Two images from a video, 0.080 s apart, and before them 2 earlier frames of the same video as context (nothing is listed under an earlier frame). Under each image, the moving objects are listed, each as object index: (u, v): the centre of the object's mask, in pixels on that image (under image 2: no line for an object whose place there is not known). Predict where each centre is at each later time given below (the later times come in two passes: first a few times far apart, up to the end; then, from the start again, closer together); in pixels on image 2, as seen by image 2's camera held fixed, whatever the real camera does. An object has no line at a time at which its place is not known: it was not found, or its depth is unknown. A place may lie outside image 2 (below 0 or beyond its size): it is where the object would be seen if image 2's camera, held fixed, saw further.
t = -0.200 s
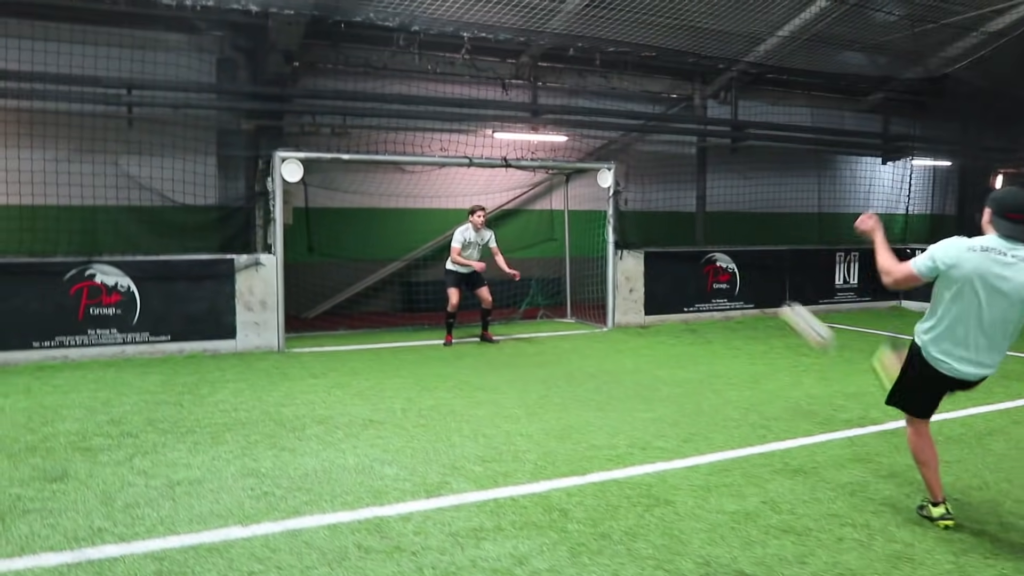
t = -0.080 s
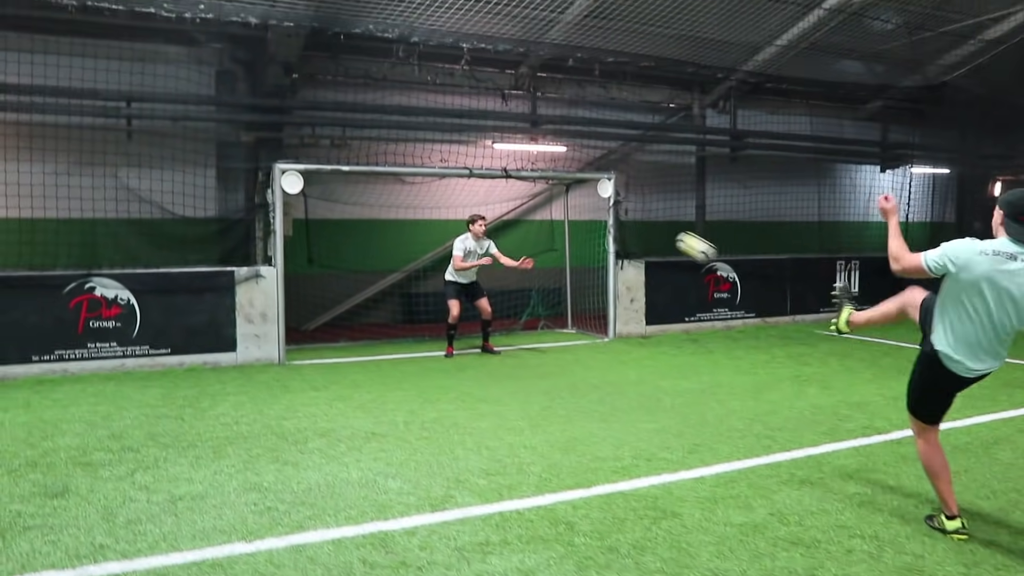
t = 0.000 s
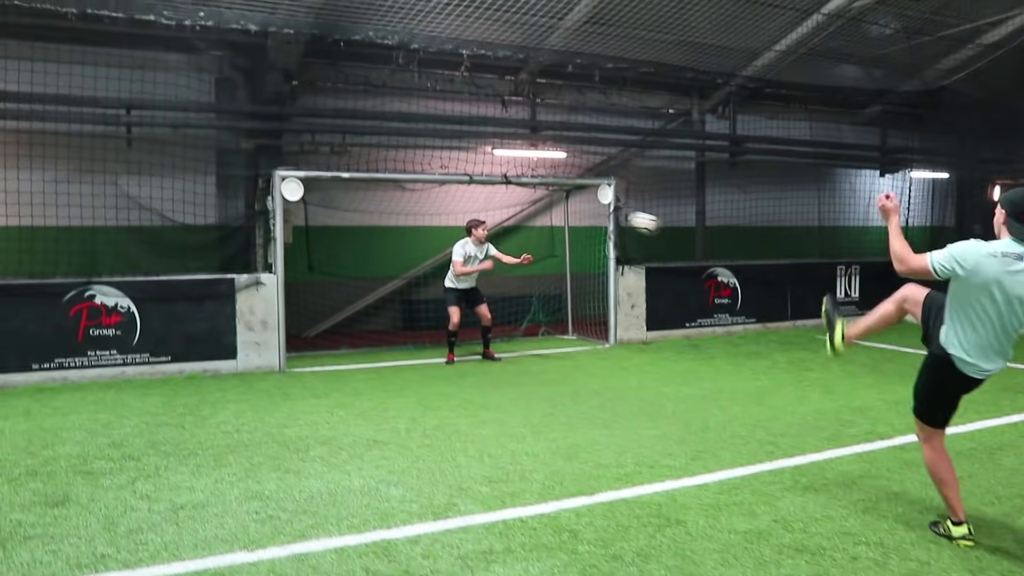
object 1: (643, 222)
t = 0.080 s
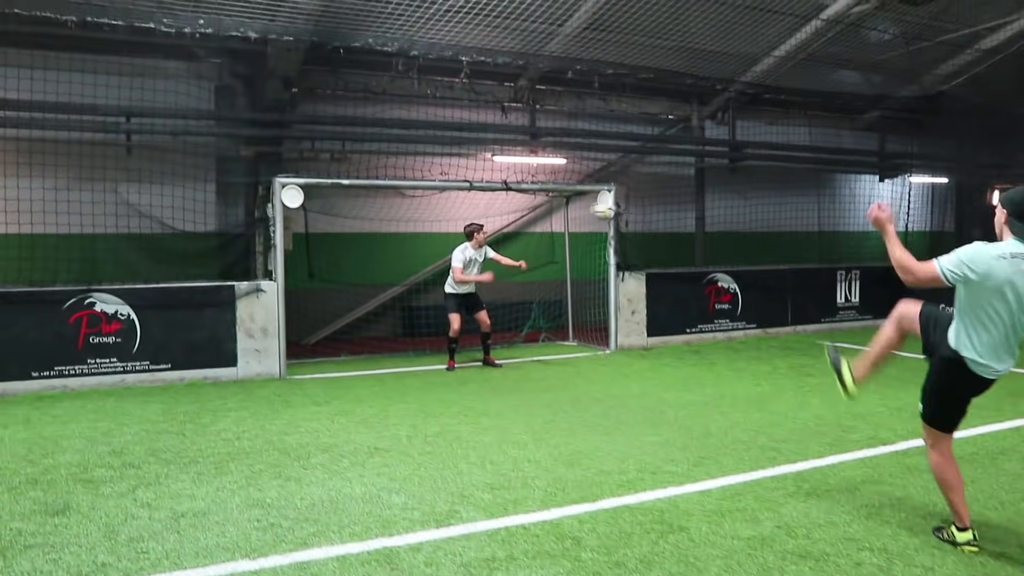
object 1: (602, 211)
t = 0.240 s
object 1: (591, 241)
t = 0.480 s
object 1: (598, 333)
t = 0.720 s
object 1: (537, 320)
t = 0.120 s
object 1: (585, 206)
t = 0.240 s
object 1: (591, 241)
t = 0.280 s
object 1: (597, 256)
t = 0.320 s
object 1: (602, 275)
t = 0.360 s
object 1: (605, 292)
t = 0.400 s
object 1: (606, 310)
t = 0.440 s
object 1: (603, 324)
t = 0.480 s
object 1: (598, 333)
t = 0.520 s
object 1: (590, 341)
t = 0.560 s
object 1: (580, 336)
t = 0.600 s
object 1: (569, 331)
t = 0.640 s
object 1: (558, 325)
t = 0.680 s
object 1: (547, 322)
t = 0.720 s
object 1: (537, 320)
